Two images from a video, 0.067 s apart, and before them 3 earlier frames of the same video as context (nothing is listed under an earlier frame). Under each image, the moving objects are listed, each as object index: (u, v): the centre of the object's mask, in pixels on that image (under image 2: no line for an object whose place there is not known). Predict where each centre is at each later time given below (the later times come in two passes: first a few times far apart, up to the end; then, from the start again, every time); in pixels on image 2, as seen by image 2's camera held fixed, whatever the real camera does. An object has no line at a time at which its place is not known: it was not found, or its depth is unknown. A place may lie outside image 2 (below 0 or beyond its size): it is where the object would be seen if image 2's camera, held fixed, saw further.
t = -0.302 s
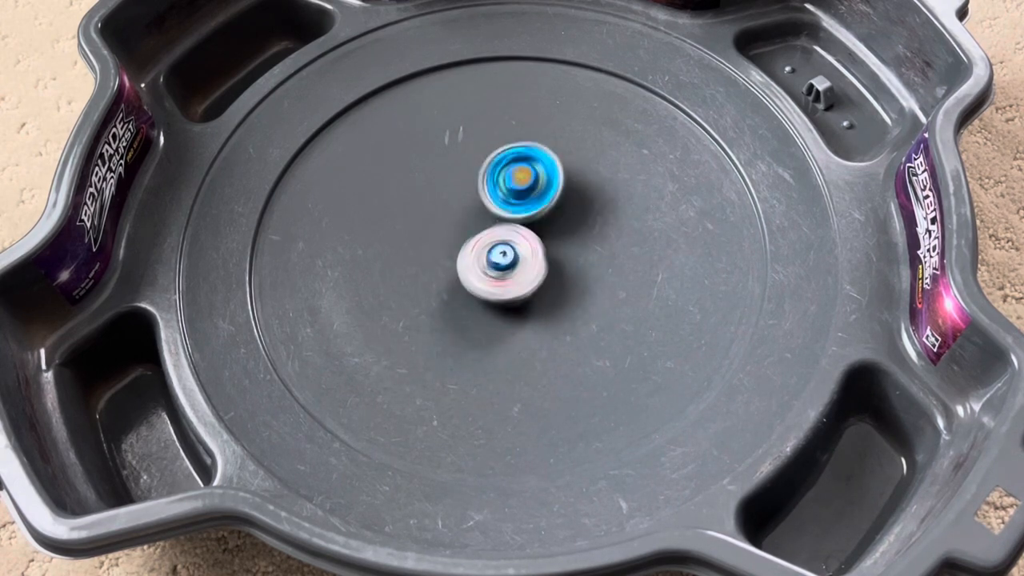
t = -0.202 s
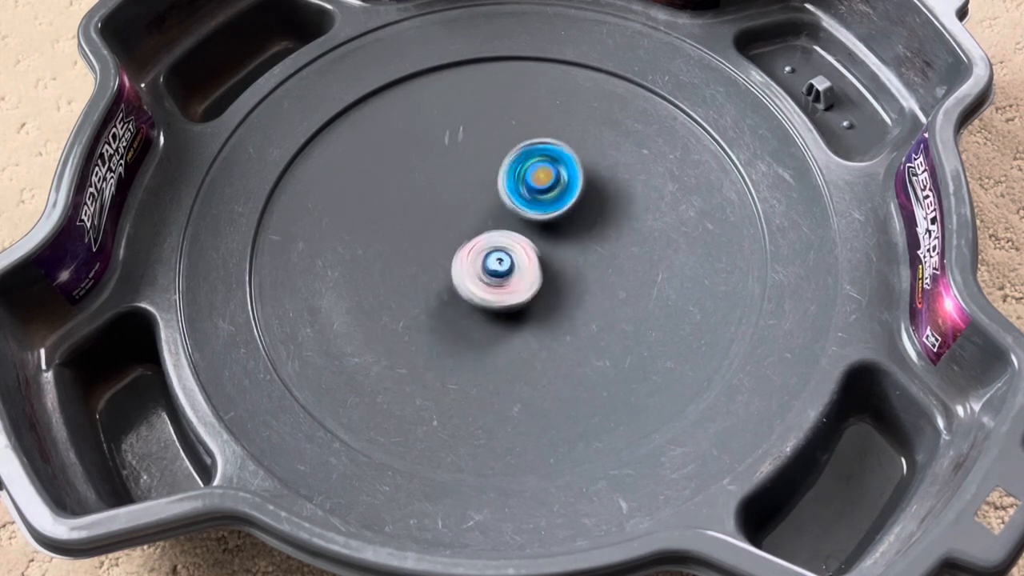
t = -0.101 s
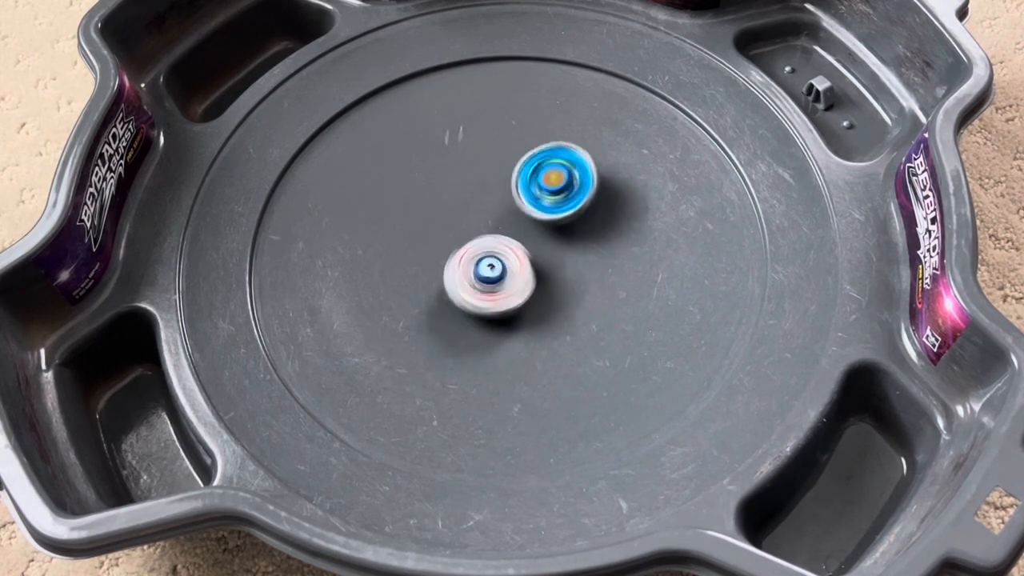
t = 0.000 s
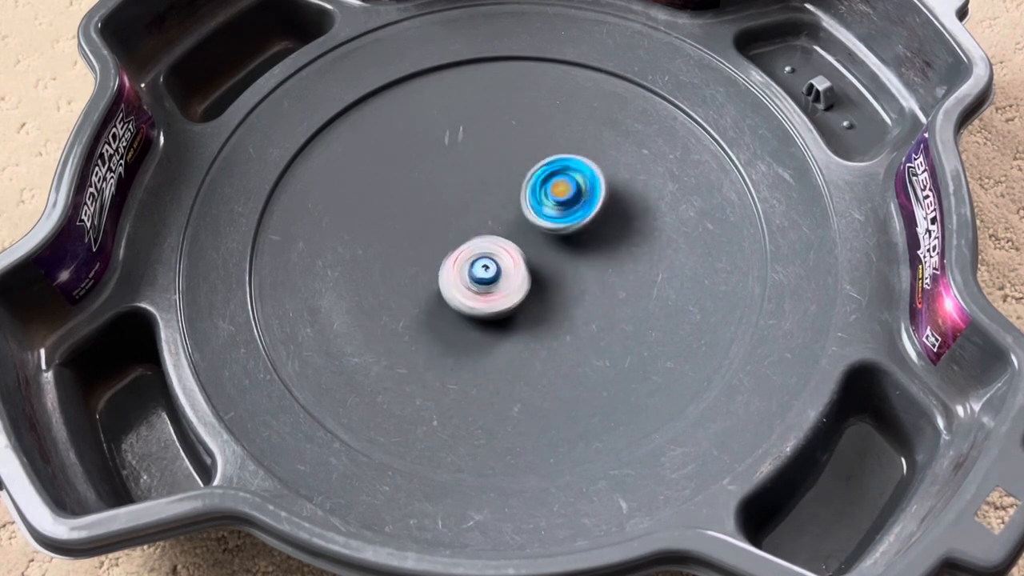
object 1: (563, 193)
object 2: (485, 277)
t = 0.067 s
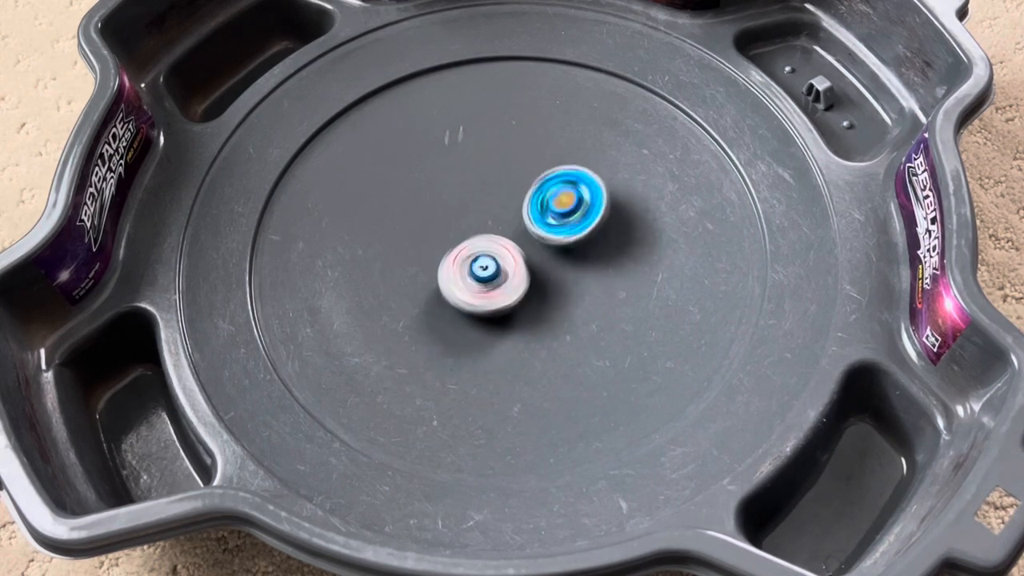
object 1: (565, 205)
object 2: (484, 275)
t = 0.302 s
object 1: (592, 220)
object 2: (444, 289)
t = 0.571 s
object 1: (569, 243)
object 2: (440, 277)
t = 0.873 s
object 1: (577, 246)
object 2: (403, 261)
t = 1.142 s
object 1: (547, 249)
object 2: (416, 252)
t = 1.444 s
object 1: (536, 256)
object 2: (431, 222)
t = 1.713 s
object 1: (523, 255)
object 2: (450, 205)
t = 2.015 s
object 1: (509, 263)
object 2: (454, 200)
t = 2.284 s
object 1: (515, 285)
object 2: (464, 194)
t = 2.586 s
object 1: (501, 295)
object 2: (467, 231)
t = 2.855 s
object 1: (503, 287)
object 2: (476, 223)
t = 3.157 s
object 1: (527, 275)
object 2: (469, 229)
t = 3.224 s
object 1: (526, 282)
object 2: (470, 229)
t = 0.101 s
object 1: (566, 211)
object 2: (483, 275)
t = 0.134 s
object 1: (565, 218)
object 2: (485, 273)
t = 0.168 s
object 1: (563, 224)
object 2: (485, 271)
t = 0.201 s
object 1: (575, 221)
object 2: (472, 277)
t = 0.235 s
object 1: (586, 219)
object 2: (457, 284)
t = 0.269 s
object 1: (589, 220)
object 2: (449, 288)
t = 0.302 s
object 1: (592, 220)
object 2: (444, 289)
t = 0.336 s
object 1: (593, 222)
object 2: (441, 290)
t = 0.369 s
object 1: (593, 223)
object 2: (437, 290)
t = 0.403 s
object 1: (592, 226)
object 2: (433, 289)
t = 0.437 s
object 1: (589, 230)
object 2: (432, 287)
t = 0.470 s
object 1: (585, 233)
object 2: (433, 284)
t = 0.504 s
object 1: (581, 237)
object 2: (436, 281)
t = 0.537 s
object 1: (575, 240)
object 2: (438, 278)
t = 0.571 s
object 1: (569, 243)
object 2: (440, 277)
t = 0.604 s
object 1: (563, 247)
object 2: (447, 274)
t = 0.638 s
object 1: (555, 249)
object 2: (451, 270)
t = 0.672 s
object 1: (549, 253)
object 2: (455, 267)
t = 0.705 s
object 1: (570, 251)
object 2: (421, 266)
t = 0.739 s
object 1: (570, 252)
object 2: (408, 266)
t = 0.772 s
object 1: (571, 250)
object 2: (401, 267)
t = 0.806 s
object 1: (573, 246)
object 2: (401, 267)
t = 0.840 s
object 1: (576, 246)
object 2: (402, 264)
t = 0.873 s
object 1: (577, 246)
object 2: (403, 261)
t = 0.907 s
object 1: (576, 246)
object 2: (401, 259)
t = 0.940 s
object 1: (575, 245)
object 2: (399, 259)
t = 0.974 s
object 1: (573, 247)
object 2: (400, 259)
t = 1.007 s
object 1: (568, 247)
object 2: (403, 258)
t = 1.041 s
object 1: (565, 247)
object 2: (406, 256)
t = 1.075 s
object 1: (559, 248)
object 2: (409, 255)
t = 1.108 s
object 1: (553, 248)
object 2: (412, 253)
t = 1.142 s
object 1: (547, 249)
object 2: (416, 252)
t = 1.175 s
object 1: (541, 249)
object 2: (420, 249)
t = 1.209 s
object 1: (534, 250)
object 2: (422, 246)
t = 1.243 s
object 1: (527, 250)
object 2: (428, 245)
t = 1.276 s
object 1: (526, 251)
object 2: (430, 240)
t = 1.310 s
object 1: (533, 254)
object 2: (422, 234)
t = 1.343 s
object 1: (532, 256)
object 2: (421, 230)
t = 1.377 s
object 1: (531, 255)
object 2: (423, 228)
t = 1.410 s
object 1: (535, 254)
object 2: (428, 225)
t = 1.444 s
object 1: (536, 256)
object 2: (431, 222)
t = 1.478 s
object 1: (534, 257)
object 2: (434, 219)
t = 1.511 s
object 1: (533, 255)
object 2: (435, 217)
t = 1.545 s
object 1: (535, 256)
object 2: (438, 215)
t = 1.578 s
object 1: (533, 257)
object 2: (441, 213)
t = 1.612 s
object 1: (531, 256)
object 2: (445, 212)
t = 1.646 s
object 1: (529, 255)
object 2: (447, 209)
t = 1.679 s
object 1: (526, 256)
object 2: (449, 207)
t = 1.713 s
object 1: (523, 255)
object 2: (450, 205)
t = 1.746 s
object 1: (521, 256)
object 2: (450, 202)
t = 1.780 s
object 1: (518, 255)
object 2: (450, 202)
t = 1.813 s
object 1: (514, 255)
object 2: (451, 203)
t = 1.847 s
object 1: (514, 257)
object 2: (452, 202)
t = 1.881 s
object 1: (513, 259)
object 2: (453, 199)
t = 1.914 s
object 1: (511, 259)
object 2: (454, 198)
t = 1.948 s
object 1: (511, 260)
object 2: (453, 197)
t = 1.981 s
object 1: (510, 262)
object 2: (453, 196)
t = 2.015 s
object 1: (509, 263)
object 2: (454, 200)
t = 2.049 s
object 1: (509, 264)
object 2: (457, 202)
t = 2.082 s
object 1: (508, 265)
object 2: (461, 204)
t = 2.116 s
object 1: (511, 269)
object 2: (464, 202)
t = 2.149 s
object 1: (516, 276)
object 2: (461, 196)
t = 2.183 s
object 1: (514, 283)
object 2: (460, 193)
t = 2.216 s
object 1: (510, 285)
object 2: (460, 193)
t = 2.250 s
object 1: (512, 284)
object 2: (461, 194)
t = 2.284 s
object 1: (515, 285)
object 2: (464, 194)
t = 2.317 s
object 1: (518, 286)
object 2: (467, 195)
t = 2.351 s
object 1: (517, 289)
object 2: (471, 199)
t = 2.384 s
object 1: (514, 292)
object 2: (476, 202)
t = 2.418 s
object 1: (510, 293)
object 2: (481, 207)
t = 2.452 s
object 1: (507, 293)
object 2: (483, 216)
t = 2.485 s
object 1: (507, 292)
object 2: (482, 223)
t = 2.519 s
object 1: (507, 294)
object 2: (479, 226)
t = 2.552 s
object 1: (504, 297)
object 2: (473, 230)
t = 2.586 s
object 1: (501, 295)
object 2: (467, 231)
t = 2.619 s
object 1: (500, 296)
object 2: (465, 230)
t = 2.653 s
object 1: (500, 296)
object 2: (465, 229)
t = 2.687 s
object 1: (501, 297)
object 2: (466, 230)
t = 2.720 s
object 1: (500, 296)
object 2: (468, 230)
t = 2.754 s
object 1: (499, 294)
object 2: (470, 229)
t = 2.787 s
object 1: (501, 292)
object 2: (473, 227)
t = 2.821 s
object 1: (501, 289)
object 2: (474, 225)
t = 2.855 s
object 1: (503, 287)
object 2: (476, 223)
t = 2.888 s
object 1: (504, 285)
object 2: (476, 221)
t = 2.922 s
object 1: (506, 282)
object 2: (476, 220)
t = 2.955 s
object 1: (509, 279)
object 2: (476, 219)
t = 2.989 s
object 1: (512, 277)
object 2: (474, 219)
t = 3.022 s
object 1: (517, 274)
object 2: (473, 220)
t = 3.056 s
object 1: (520, 273)
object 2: (472, 222)
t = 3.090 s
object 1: (524, 273)
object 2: (471, 224)
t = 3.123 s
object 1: (526, 274)
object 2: (470, 227)
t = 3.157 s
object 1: (527, 275)
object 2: (469, 229)
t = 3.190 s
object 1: (526, 277)
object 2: (467, 229)
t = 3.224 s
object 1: (526, 282)
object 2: (470, 229)
